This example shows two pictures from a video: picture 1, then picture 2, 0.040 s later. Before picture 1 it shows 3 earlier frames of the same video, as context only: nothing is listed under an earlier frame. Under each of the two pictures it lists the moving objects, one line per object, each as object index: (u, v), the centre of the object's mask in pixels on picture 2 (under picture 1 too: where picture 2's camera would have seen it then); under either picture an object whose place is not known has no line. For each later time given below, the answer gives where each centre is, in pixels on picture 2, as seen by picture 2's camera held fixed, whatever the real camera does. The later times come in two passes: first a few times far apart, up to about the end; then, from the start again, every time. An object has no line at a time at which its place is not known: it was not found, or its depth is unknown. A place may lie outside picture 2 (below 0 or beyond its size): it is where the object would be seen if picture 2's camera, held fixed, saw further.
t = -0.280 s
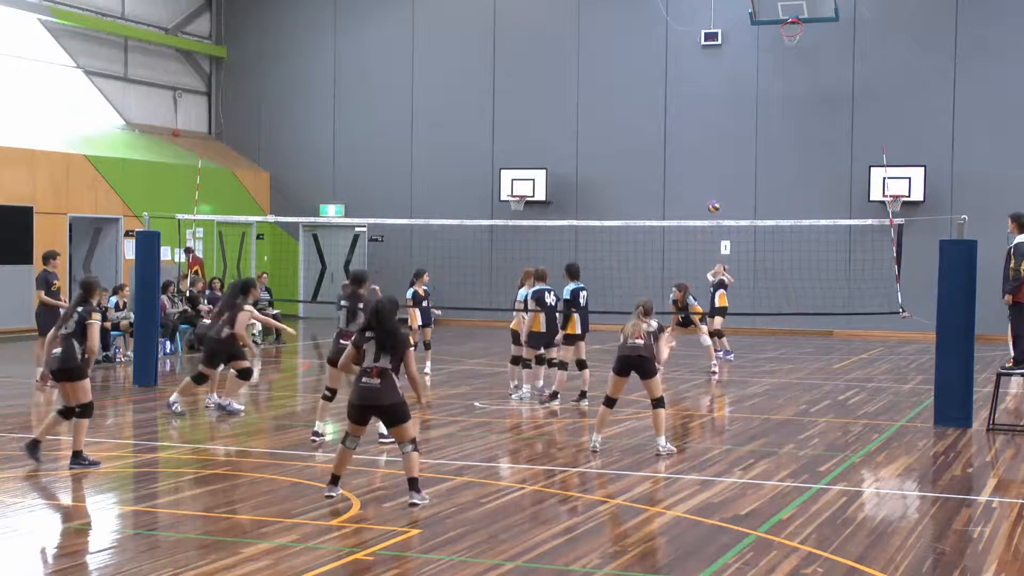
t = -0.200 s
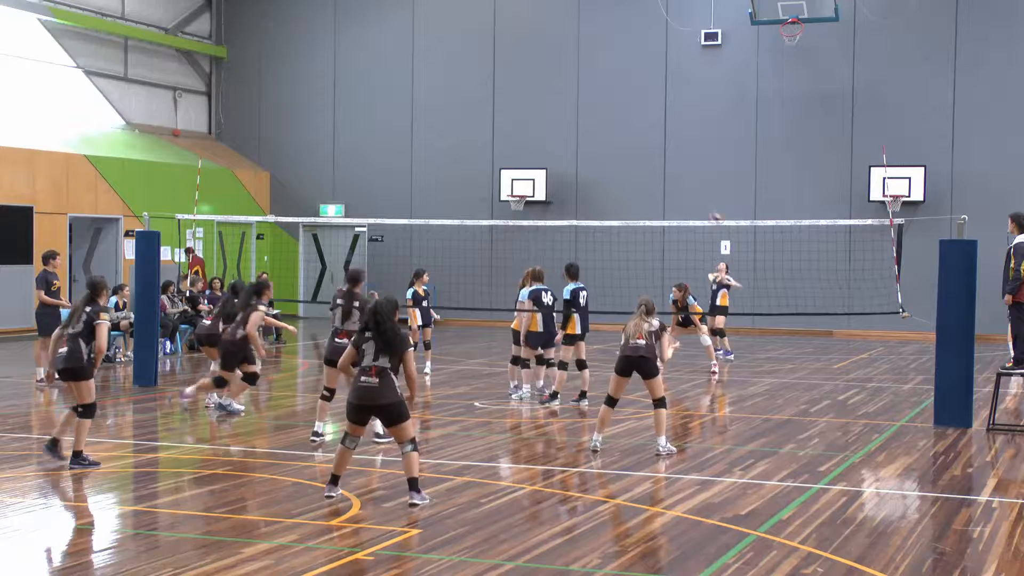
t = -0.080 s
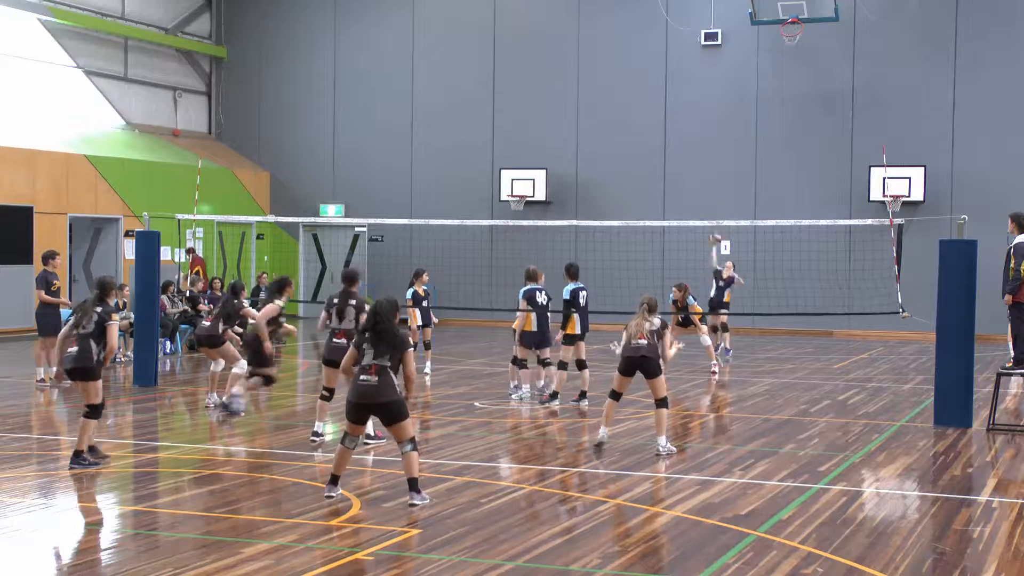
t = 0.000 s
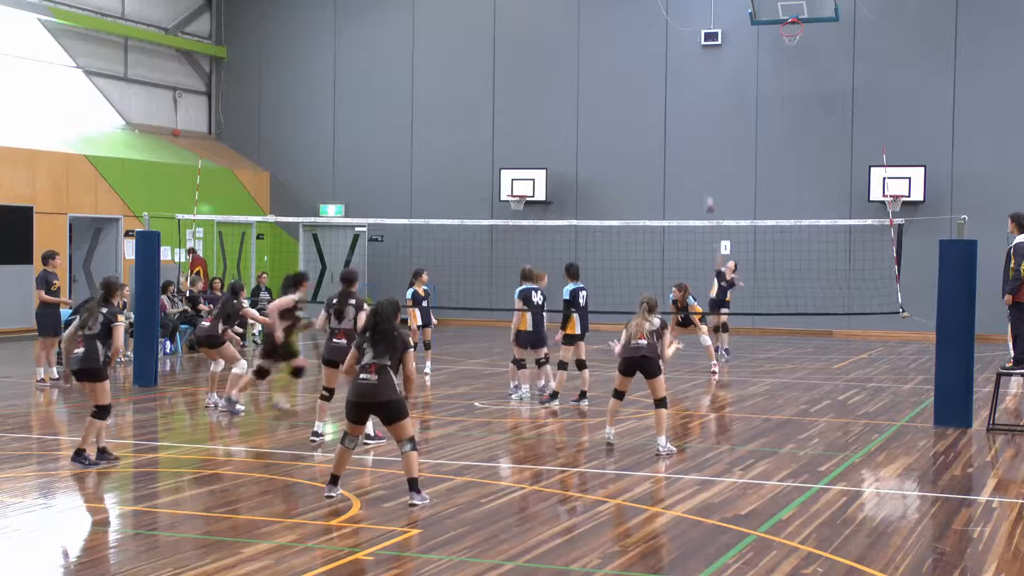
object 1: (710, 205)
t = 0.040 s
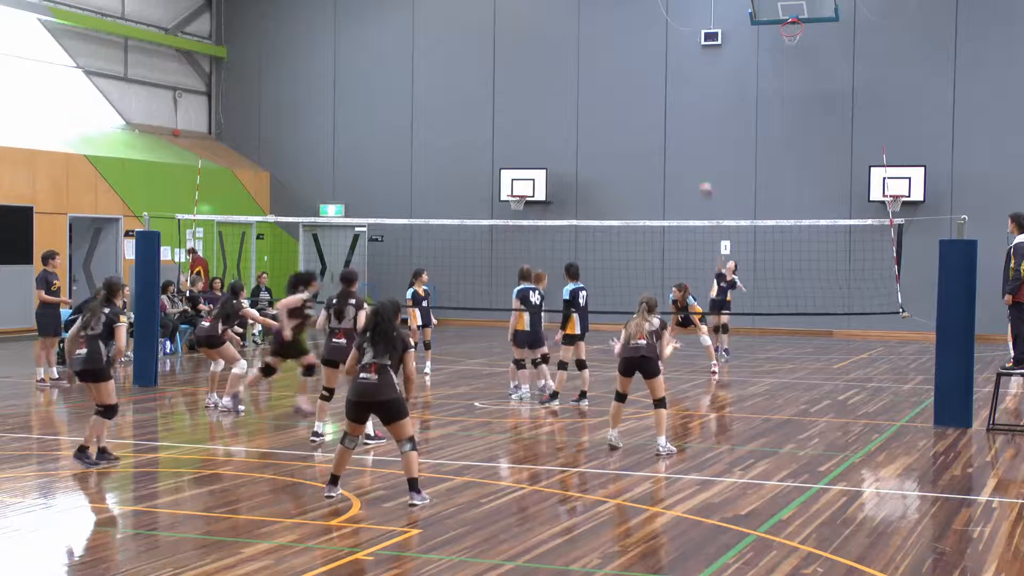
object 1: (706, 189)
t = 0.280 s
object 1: (689, 102)
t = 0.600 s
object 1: (668, 33)
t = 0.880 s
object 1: (643, 29)
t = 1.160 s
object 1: (611, 104)
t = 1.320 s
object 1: (590, 191)
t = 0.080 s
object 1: (703, 174)
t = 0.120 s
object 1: (698, 157)
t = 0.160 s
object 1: (696, 143)
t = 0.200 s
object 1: (693, 128)
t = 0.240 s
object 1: (690, 114)
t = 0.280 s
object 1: (689, 102)
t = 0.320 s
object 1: (686, 92)
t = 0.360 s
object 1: (683, 80)
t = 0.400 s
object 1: (680, 70)
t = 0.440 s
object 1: (677, 60)
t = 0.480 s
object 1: (674, 51)
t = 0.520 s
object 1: (673, 44)
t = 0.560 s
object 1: (670, 38)
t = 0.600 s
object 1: (668, 33)
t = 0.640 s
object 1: (665, 28)
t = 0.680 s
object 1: (662, 25)
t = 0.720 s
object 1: (658, 24)
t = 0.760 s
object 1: (655, 22)
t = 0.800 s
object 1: (651, 24)
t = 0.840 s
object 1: (648, 25)
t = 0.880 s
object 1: (643, 29)
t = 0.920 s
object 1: (639, 35)
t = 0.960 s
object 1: (636, 41)
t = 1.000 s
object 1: (631, 51)
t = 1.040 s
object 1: (626, 62)
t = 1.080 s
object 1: (621, 74)
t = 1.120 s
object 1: (617, 89)
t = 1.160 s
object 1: (611, 104)
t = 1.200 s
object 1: (606, 122)
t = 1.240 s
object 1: (603, 143)
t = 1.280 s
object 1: (596, 167)
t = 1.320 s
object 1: (590, 191)
